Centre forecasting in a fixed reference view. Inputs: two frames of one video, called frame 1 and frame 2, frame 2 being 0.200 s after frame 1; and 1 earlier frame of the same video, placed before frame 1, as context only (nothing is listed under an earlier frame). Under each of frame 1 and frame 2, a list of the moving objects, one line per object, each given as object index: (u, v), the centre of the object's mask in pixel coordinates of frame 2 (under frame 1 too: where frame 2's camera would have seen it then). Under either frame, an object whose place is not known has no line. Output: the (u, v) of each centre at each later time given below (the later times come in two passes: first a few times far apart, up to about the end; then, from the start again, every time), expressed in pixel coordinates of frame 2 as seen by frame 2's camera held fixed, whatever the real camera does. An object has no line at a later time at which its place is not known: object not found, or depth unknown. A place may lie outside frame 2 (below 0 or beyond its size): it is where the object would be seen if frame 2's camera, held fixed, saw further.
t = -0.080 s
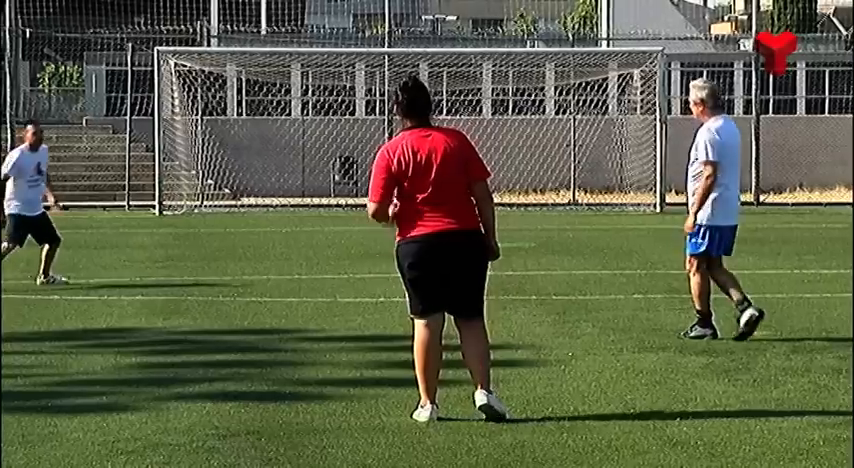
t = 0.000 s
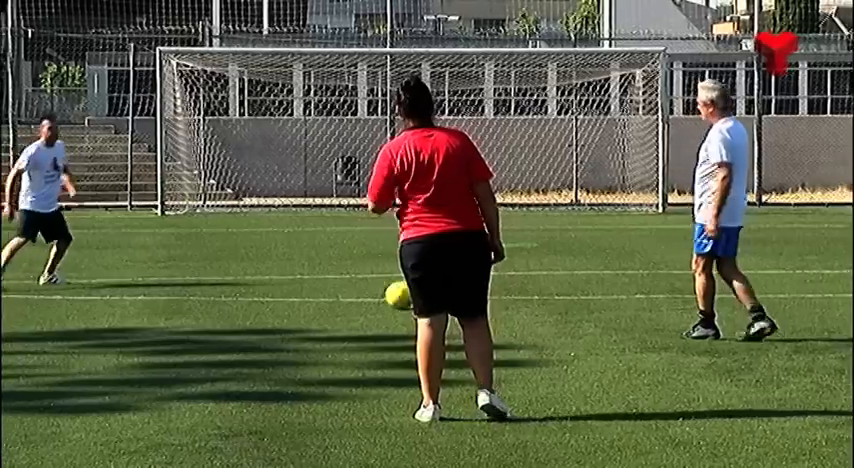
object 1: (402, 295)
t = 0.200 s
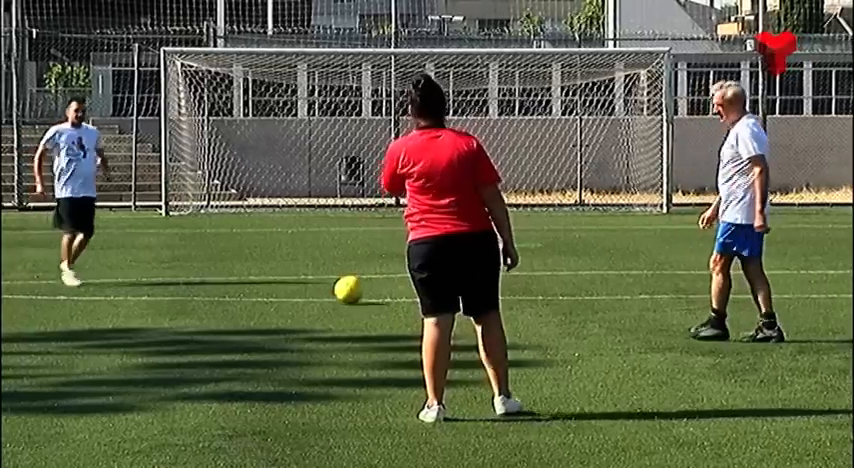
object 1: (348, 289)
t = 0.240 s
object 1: (338, 288)
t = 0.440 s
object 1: (290, 284)
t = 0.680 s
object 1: (237, 280)
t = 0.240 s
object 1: (338, 288)
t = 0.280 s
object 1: (328, 289)
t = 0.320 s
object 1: (317, 288)
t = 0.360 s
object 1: (308, 286)
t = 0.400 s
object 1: (299, 286)
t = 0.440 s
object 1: (290, 284)
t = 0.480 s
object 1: (281, 284)
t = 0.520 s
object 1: (272, 283)
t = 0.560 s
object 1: (263, 283)
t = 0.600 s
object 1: (254, 281)
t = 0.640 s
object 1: (246, 281)
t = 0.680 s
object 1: (237, 280)
